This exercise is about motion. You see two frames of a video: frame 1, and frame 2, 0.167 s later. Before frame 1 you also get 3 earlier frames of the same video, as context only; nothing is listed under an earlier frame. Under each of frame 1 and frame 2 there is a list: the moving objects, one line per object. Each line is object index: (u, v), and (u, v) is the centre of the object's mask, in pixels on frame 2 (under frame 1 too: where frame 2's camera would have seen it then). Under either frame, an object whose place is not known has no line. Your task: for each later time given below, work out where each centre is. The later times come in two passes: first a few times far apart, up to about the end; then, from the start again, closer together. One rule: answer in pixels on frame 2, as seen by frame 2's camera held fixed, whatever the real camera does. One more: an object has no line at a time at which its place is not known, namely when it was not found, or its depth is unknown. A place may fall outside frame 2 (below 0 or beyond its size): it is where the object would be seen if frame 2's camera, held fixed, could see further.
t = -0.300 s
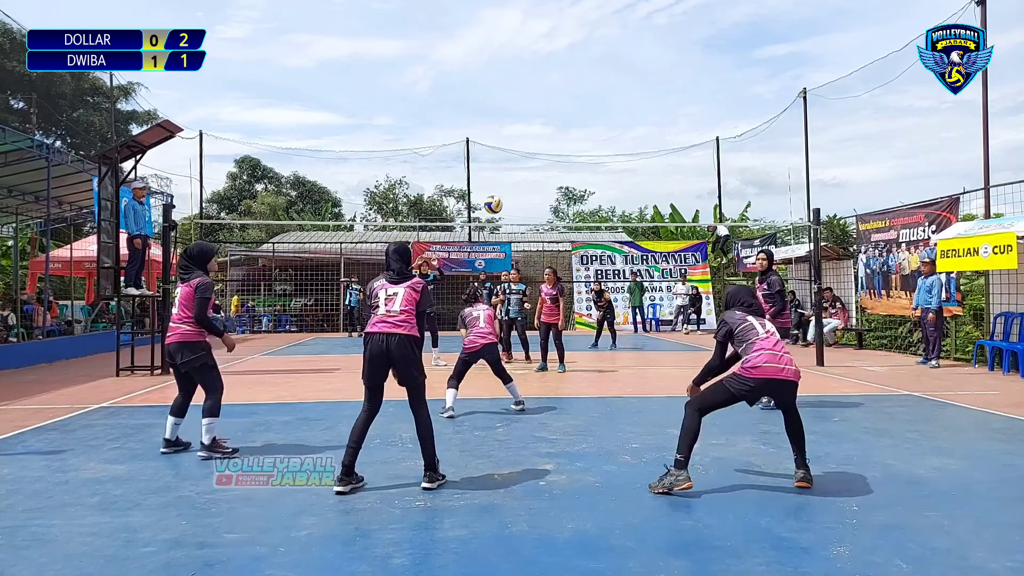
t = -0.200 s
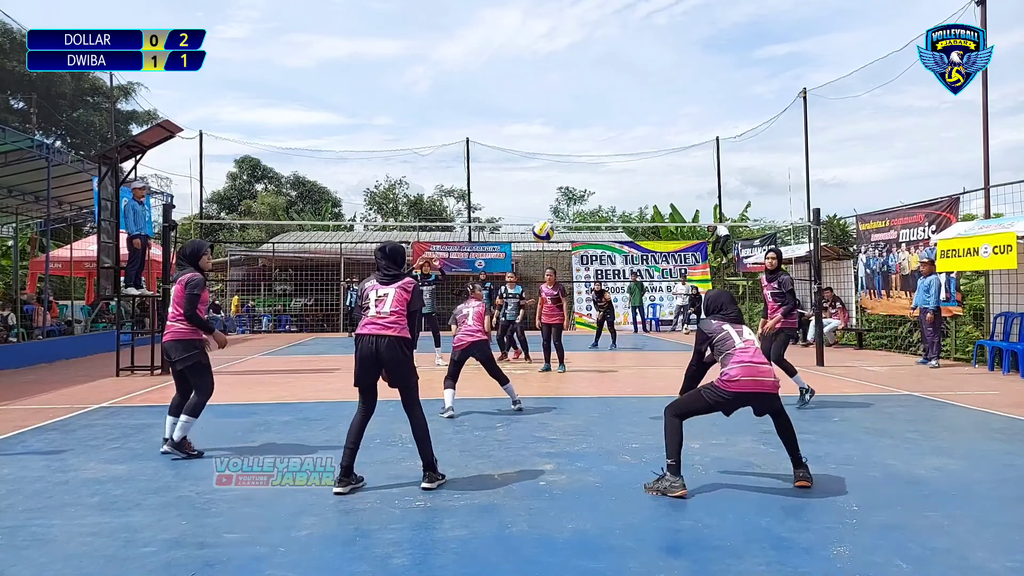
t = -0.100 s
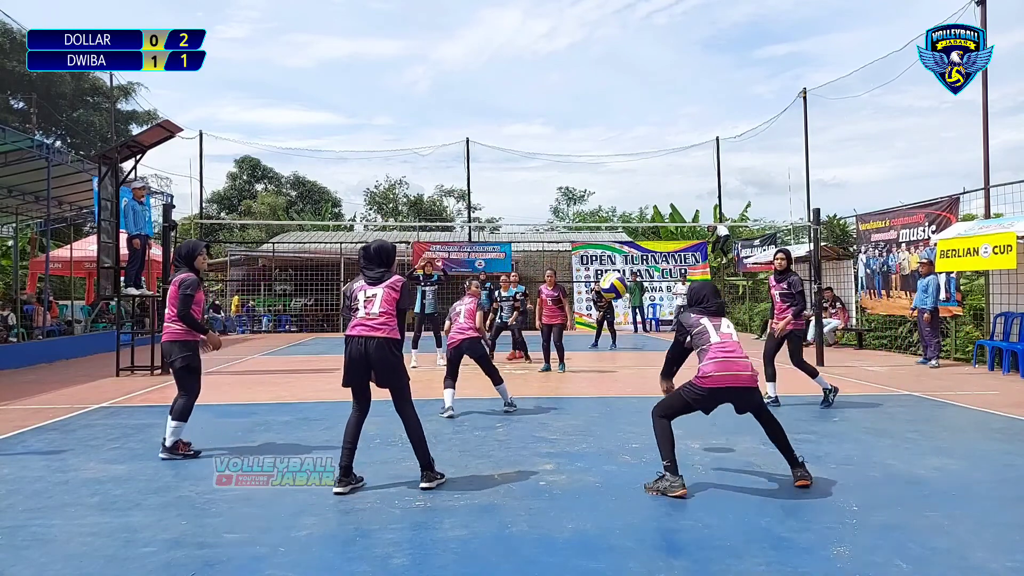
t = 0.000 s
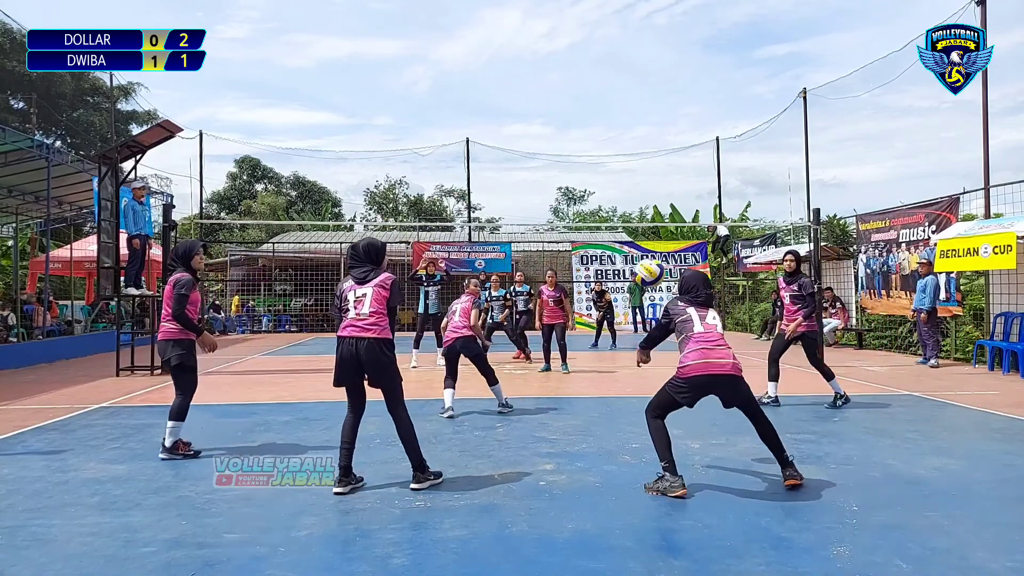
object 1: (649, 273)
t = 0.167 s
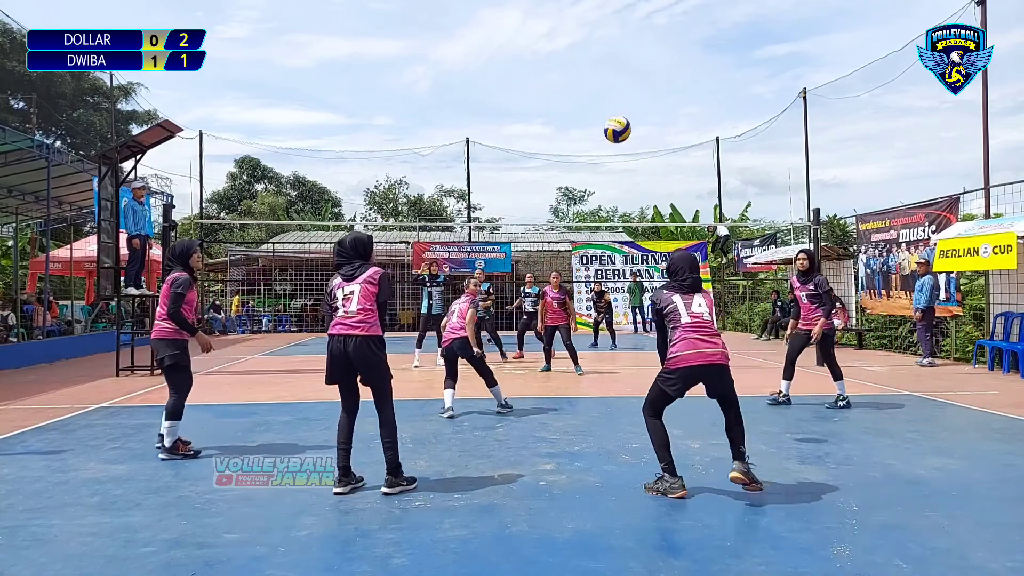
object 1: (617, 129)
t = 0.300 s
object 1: (598, 56)
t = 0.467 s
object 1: (577, 6)
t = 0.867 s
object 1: (544, 3)
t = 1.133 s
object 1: (529, 66)
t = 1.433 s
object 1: (515, 188)
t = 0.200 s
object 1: (612, 108)
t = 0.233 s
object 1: (607, 88)
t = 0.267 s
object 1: (602, 71)
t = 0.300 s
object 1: (598, 56)
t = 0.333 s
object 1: (593, 41)
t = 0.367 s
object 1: (589, 29)
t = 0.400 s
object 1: (585, 18)
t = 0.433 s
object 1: (581, 10)
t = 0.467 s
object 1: (577, 6)
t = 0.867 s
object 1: (544, 3)
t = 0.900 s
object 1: (542, 6)
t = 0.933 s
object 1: (539, 10)
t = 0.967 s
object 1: (538, 18)
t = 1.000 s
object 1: (536, 27)
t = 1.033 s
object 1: (534, 36)
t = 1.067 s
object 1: (532, 45)
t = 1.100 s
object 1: (530, 55)
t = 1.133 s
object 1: (529, 66)
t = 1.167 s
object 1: (527, 78)
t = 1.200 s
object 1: (525, 90)
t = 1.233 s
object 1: (524, 102)
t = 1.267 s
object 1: (522, 115)
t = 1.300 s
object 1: (521, 129)
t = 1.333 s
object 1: (519, 143)
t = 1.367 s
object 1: (518, 158)
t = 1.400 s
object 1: (516, 173)
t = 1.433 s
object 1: (515, 188)
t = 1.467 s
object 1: (513, 203)
